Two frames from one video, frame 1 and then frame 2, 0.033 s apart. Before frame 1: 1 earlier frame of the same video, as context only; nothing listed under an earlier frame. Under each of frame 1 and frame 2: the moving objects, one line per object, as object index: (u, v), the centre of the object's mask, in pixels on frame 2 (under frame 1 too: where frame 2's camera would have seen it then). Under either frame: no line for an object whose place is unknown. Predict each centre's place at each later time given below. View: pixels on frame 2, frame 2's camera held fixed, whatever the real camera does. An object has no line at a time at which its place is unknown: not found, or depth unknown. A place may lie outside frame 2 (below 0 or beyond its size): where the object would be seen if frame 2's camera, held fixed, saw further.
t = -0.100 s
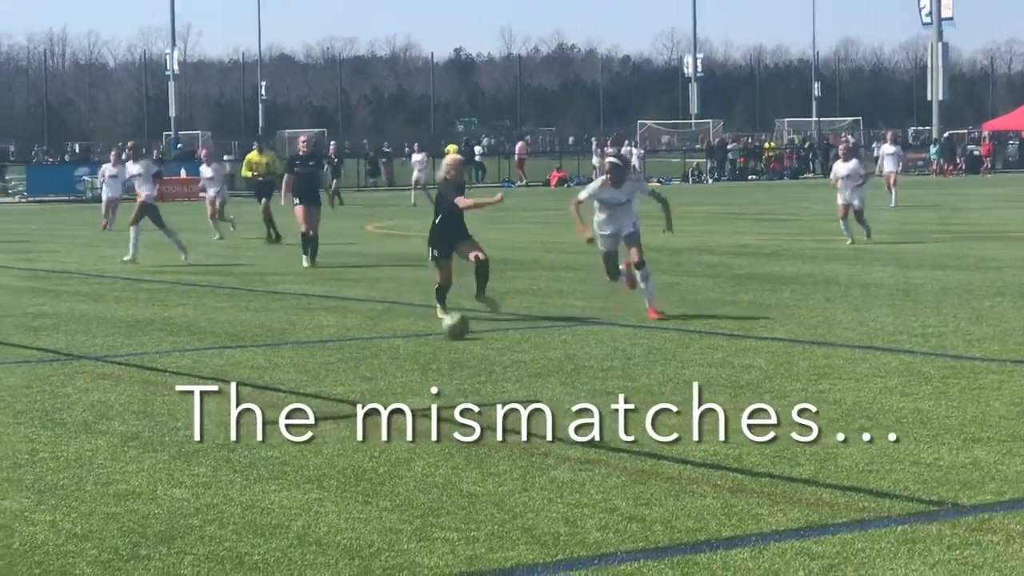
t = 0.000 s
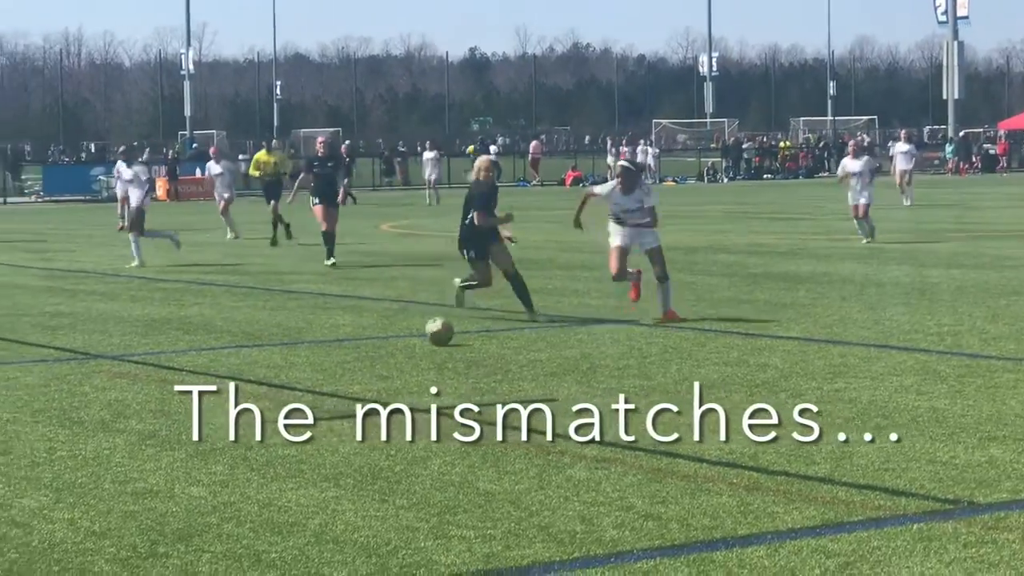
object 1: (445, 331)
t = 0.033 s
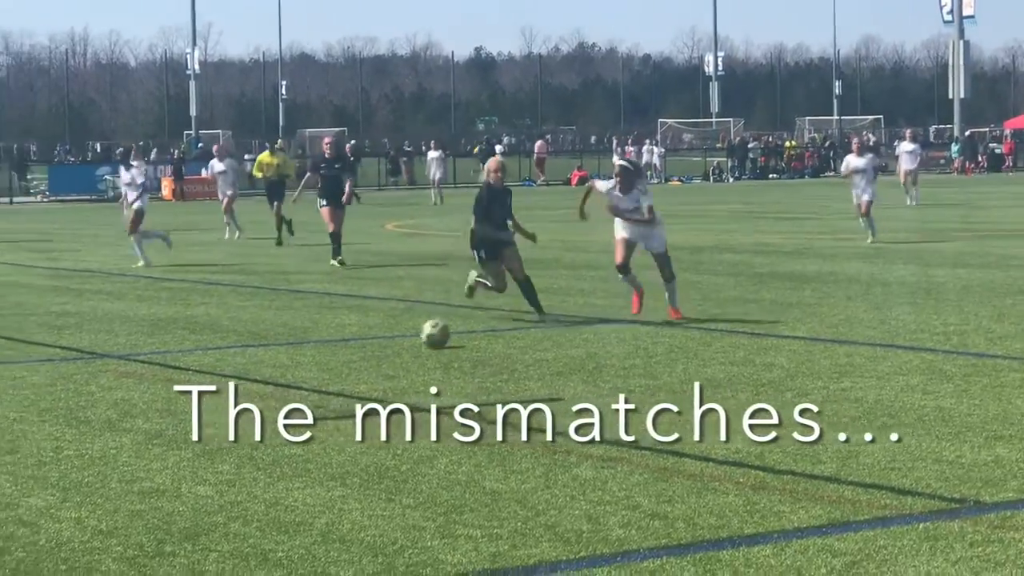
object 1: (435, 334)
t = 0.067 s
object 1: (425, 334)
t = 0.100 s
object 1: (415, 337)
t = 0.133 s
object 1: (405, 340)
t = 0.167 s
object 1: (395, 343)
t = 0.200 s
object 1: (387, 343)
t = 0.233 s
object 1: (378, 345)
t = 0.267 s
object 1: (370, 347)
